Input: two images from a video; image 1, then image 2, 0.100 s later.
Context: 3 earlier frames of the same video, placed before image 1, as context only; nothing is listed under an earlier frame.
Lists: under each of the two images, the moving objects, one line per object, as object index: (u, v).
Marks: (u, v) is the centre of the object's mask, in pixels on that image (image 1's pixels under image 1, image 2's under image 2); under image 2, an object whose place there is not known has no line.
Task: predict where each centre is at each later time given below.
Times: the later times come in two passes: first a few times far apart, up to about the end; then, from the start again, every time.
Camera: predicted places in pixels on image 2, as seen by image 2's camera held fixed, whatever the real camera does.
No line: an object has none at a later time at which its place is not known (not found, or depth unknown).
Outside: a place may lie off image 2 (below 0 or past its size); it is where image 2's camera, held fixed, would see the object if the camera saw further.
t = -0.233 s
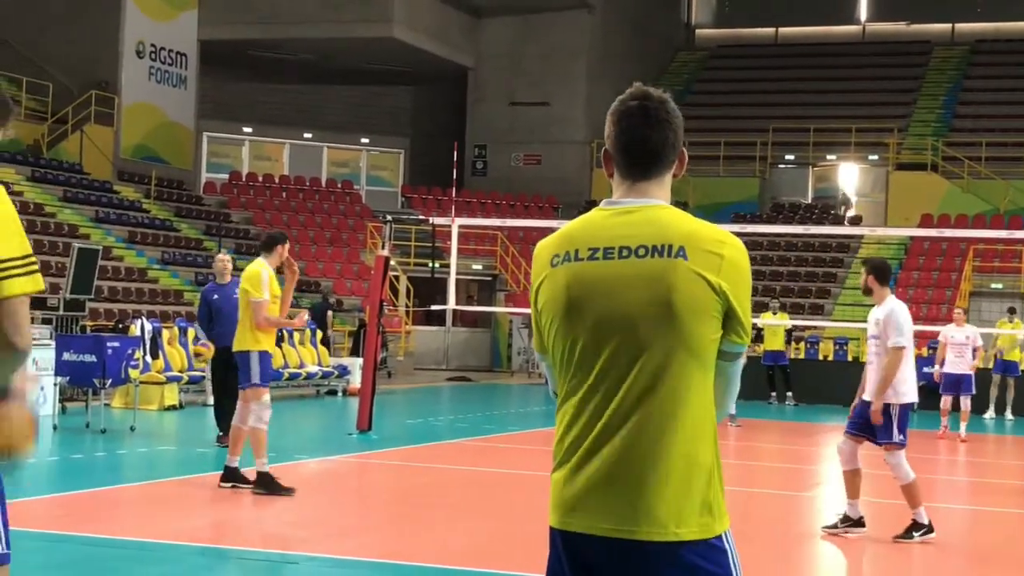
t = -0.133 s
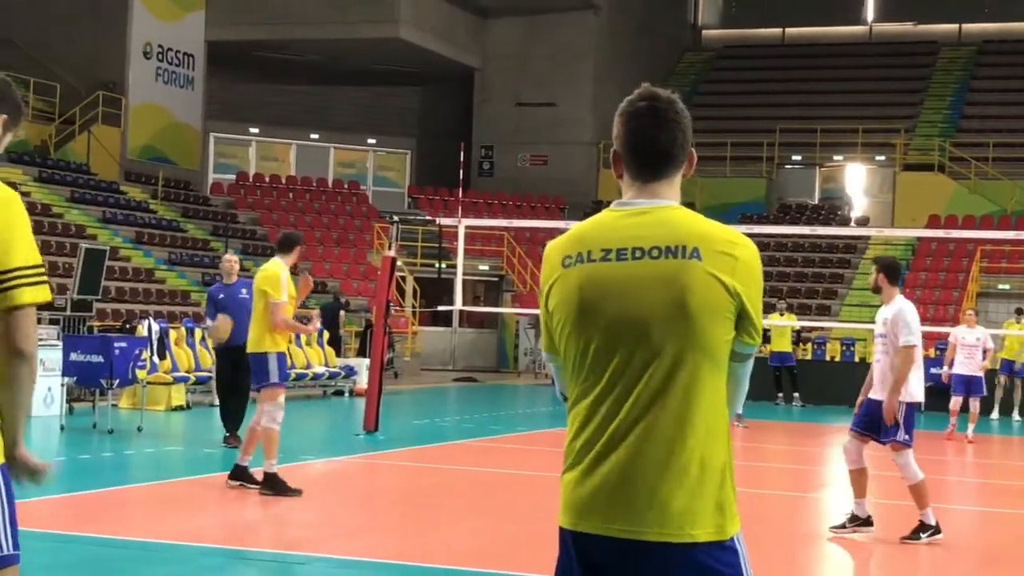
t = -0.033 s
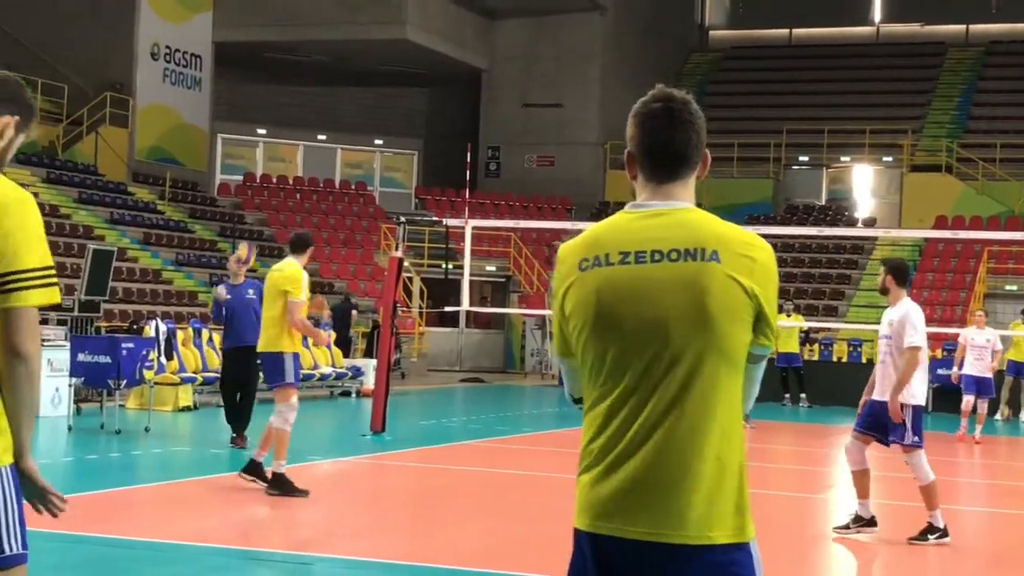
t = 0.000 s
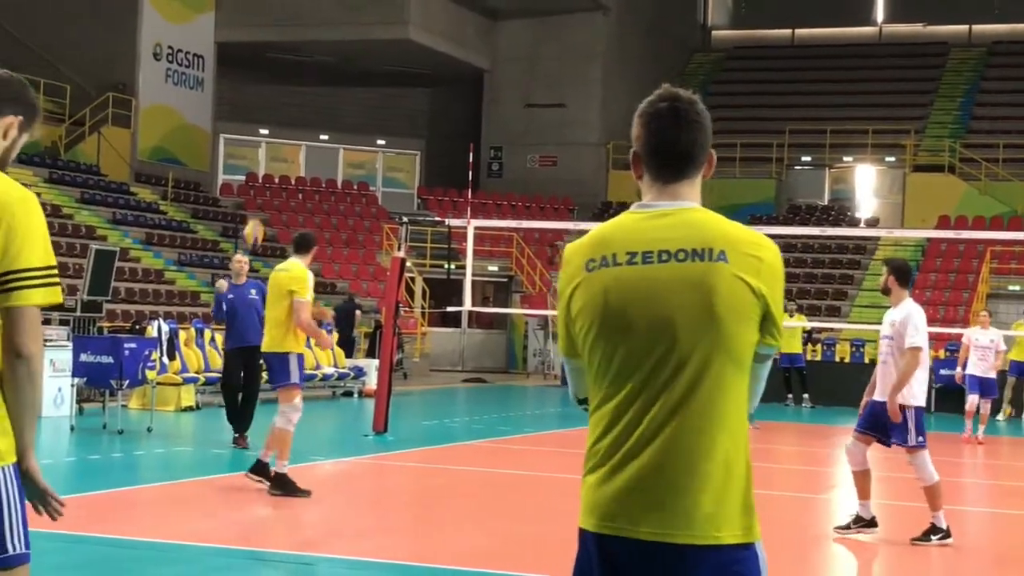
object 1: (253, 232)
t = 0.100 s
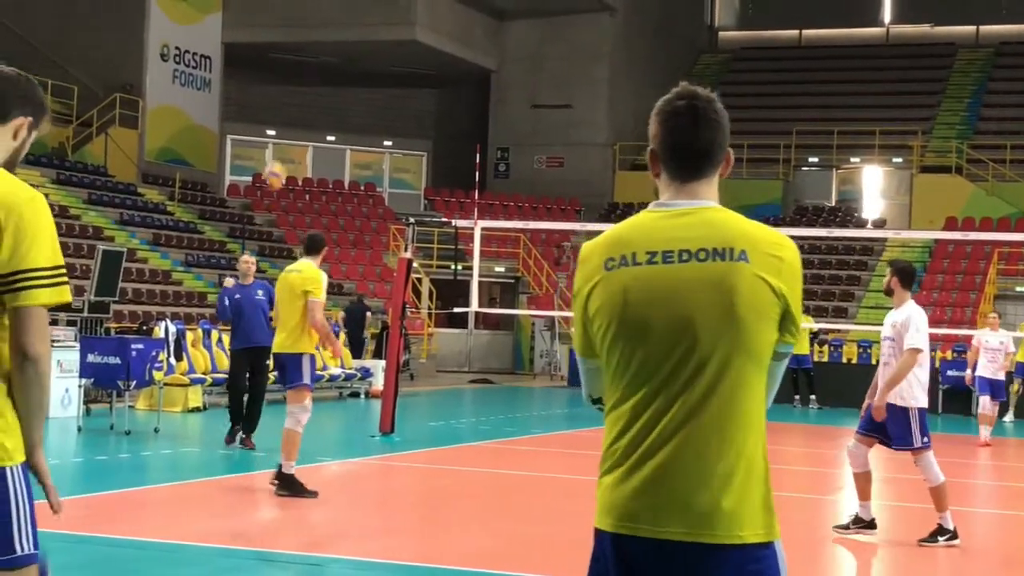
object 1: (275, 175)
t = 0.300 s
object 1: (304, 81)
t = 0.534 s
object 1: (337, 21)
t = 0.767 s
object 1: (372, 21)
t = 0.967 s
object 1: (401, 75)
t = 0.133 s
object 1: (281, 154)
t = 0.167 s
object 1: (285, 135)
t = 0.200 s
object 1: (289, 123)
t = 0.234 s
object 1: (294, 107)
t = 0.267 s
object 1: (298, 95)
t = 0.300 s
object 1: (304, 81)
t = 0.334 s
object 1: (308, 69)
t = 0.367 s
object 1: (313, 58)
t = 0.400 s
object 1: (318, 49)
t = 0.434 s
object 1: (323, 40)
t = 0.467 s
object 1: (328, 32)
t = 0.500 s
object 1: (333, 26)
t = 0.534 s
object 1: (337, 21)
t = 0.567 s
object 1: (342, 17)
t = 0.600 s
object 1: (347, 14)
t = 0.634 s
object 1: (352, 14)
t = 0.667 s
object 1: (356, 13)
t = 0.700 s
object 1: (363, 14)
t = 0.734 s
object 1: (367, 17)
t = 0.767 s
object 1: (372, 21)
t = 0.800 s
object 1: (377, 27)
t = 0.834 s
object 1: (381, 33)
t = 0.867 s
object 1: (386, 41)
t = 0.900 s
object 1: (391, 51)
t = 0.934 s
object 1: (396, 62)
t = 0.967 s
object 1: (401, 75)
